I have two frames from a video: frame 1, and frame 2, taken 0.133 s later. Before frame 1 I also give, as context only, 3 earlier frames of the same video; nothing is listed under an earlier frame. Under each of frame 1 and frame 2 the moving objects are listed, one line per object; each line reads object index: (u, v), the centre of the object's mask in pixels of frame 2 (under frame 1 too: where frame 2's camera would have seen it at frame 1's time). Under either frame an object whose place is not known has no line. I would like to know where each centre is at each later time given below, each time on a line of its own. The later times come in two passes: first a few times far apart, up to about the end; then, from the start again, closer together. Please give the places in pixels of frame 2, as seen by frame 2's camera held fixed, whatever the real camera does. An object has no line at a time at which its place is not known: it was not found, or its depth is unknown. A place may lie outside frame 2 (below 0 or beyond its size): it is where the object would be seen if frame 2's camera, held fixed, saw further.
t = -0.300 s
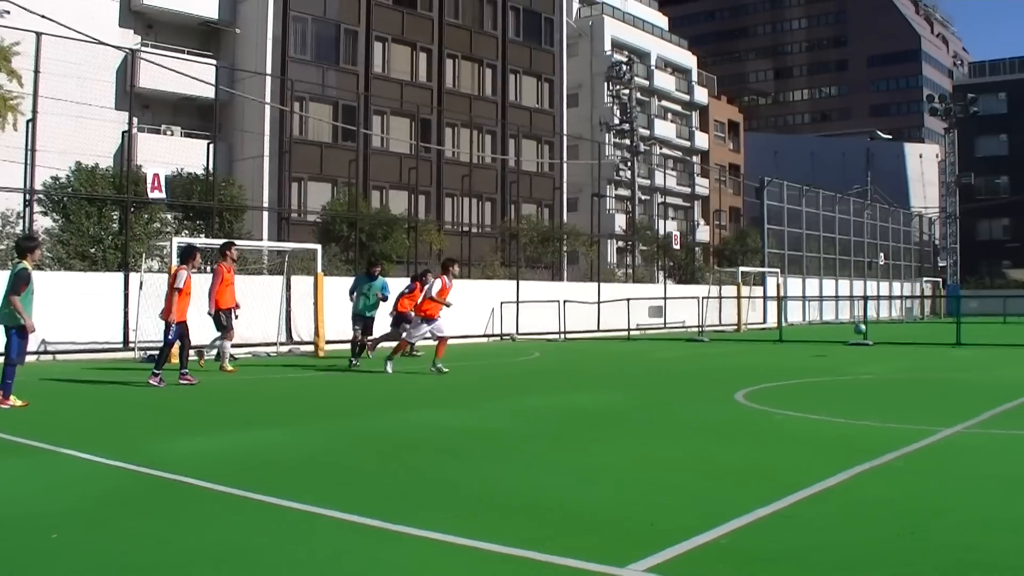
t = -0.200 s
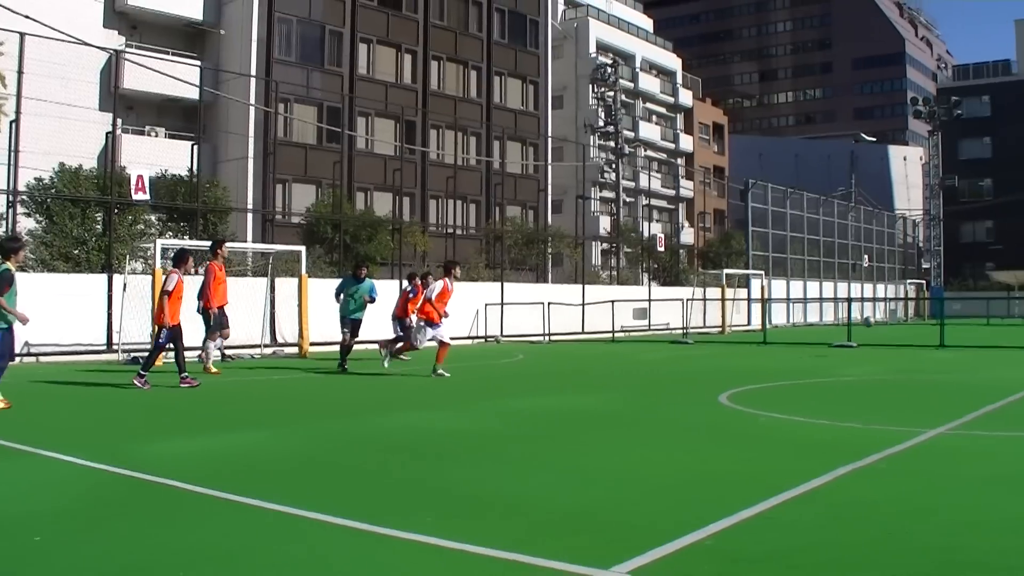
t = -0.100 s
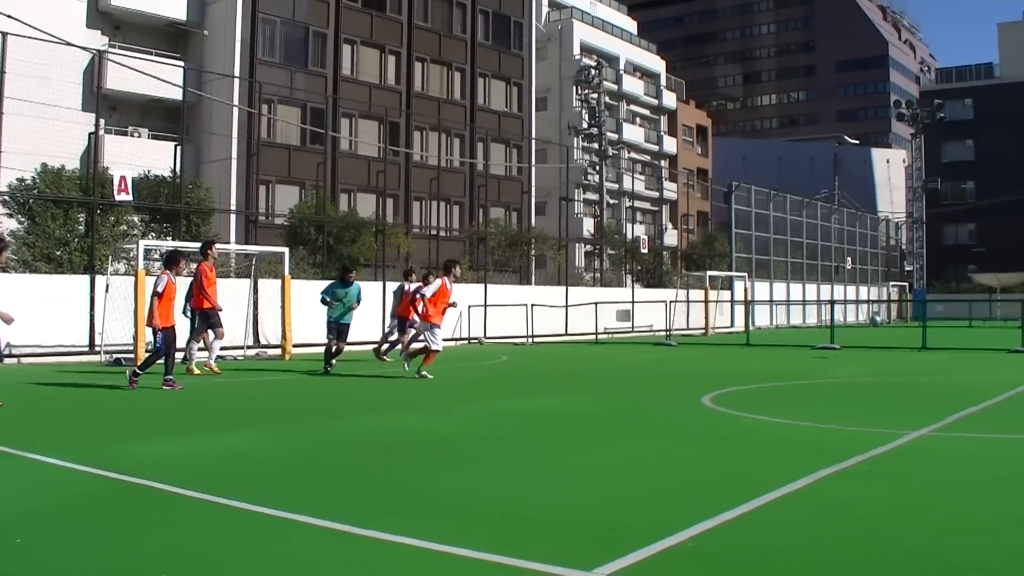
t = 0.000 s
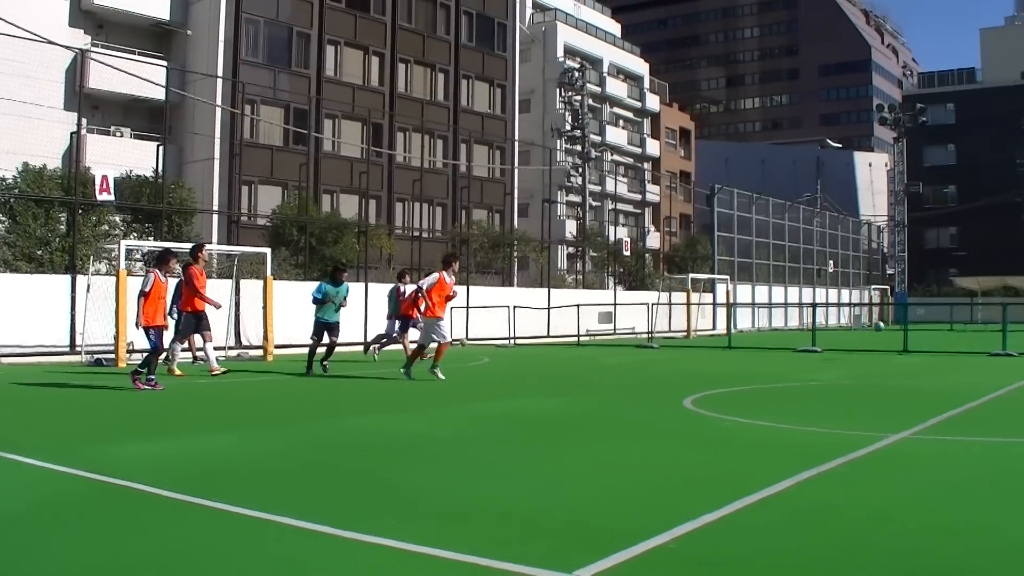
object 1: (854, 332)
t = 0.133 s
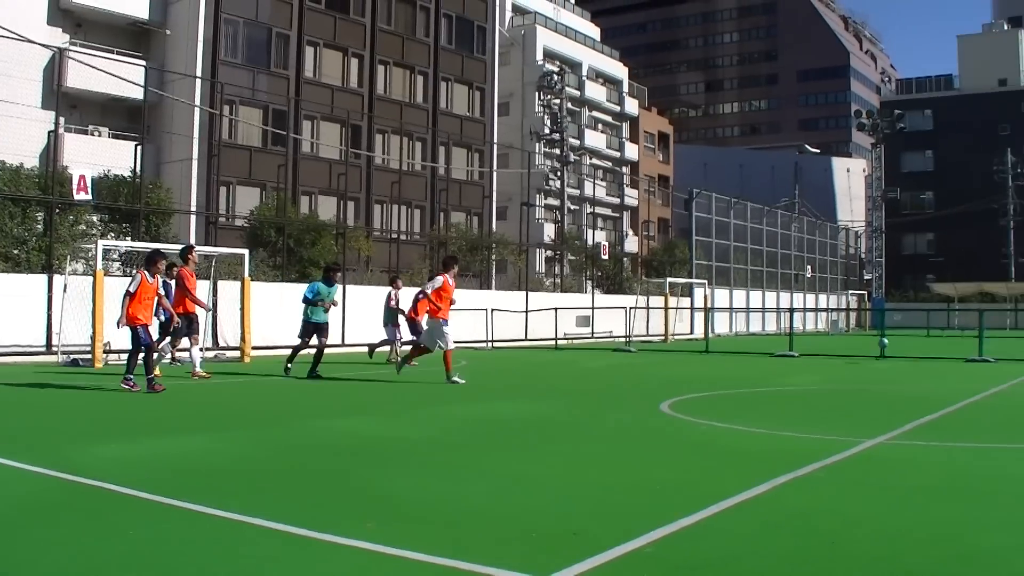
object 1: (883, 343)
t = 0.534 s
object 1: (947, 349)
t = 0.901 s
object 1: (973, 351)
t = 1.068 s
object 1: (974, 358)
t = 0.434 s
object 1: (933, 347)
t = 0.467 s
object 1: (938, 348)
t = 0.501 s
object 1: (943, 348)
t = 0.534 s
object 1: (947, 349)
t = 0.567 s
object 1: (950, 347)
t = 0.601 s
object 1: (952, 344)
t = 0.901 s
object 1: (973, 351)
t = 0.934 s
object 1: (973, 355)
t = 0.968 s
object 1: (975, 359)
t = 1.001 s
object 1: (974, 360)
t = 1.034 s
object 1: (974, 358)
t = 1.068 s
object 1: (974, 358)
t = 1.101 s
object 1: (975, 355)
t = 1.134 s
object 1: (975, 355)
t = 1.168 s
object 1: (976, 355)
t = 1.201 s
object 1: (977, 356)
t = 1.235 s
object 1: (978, 357)
